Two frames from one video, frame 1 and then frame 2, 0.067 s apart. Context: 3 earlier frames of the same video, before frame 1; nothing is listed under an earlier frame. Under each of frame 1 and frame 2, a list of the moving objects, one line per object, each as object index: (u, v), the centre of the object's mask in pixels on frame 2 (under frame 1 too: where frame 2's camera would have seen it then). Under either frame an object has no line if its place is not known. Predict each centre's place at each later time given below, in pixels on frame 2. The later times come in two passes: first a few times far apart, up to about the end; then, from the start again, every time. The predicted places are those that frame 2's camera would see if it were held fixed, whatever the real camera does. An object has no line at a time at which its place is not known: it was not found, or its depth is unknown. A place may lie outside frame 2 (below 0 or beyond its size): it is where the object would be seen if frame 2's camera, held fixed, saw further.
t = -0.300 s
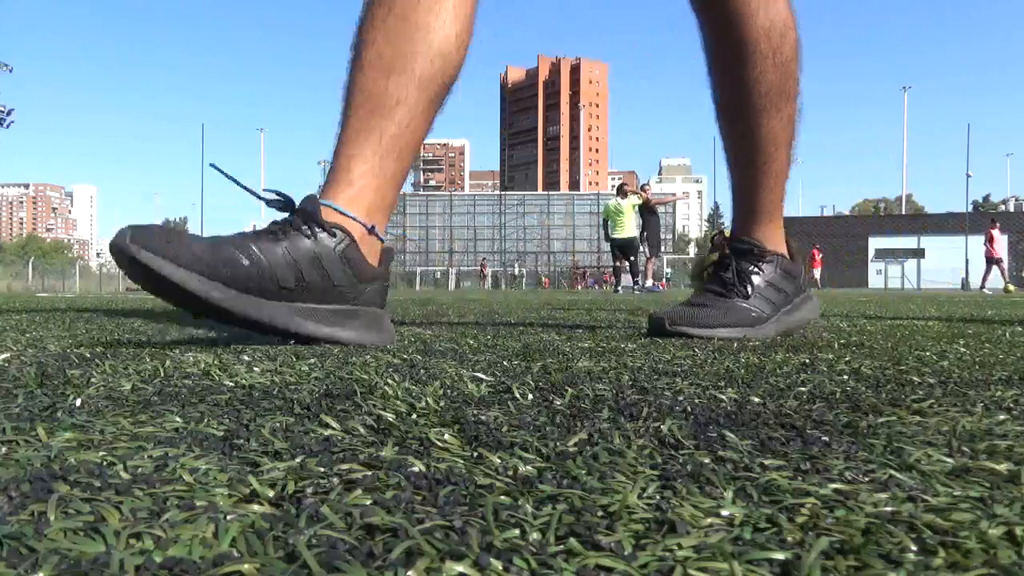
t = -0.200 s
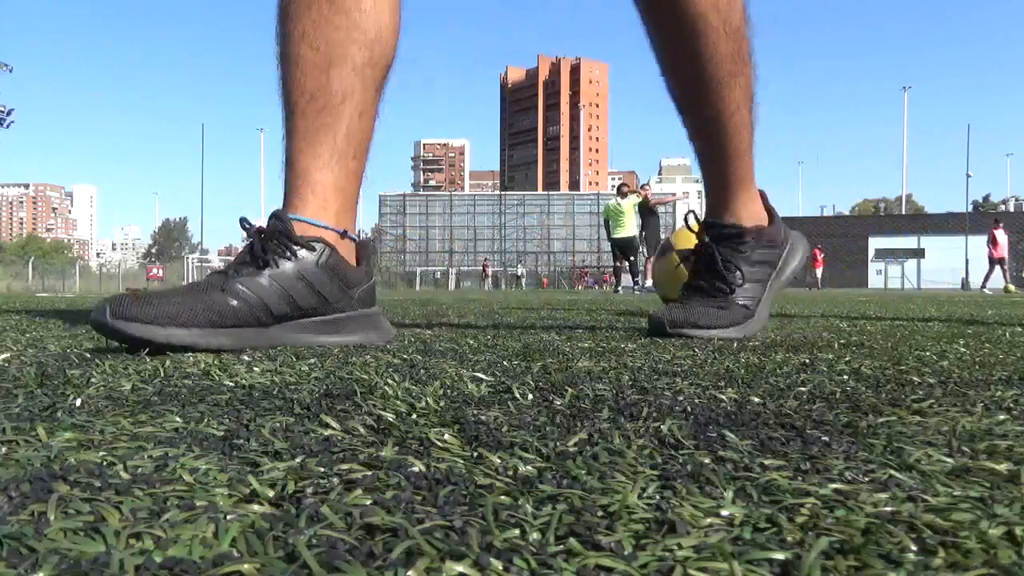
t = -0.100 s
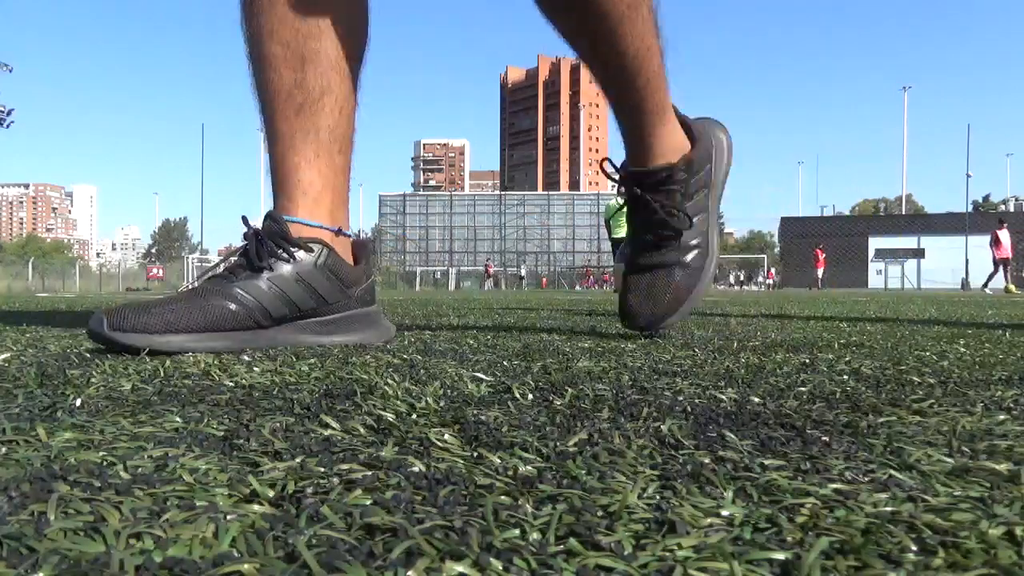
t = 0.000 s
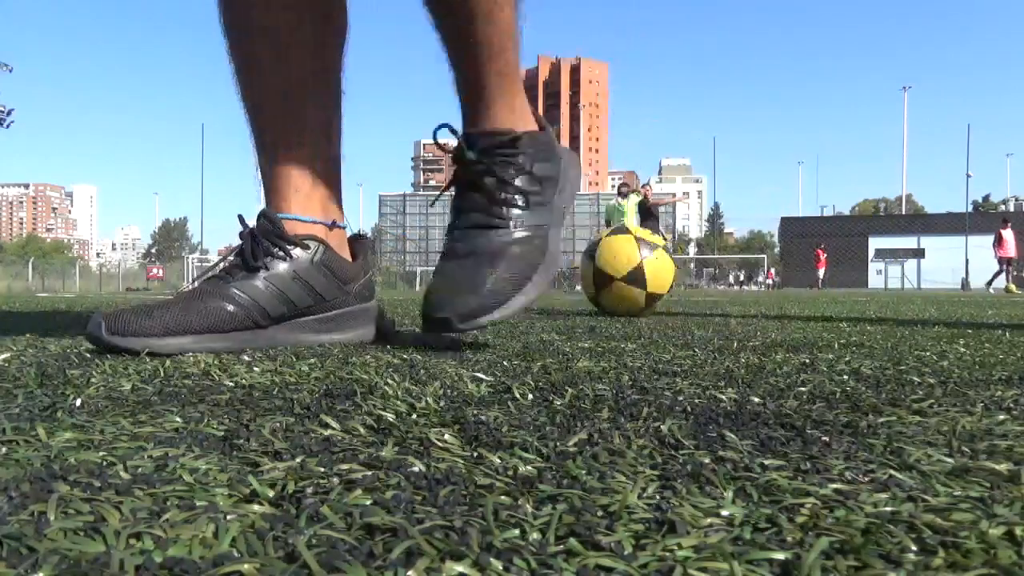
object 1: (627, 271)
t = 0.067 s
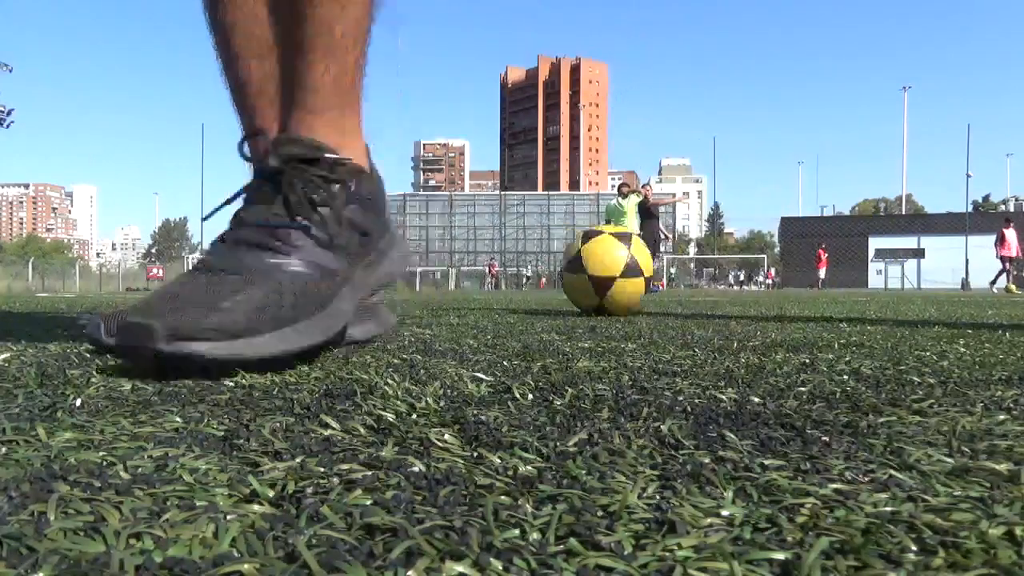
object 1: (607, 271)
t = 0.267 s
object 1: (551, 271)
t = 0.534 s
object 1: (491, 270)
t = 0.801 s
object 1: (448, 270)
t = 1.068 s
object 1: (422, 270)
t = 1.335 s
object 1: (415, 270)
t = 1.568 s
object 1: (418, 269)
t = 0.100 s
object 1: (596, 270)
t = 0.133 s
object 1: (587, 271)
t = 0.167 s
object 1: (578, 271)
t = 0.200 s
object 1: (569, 271)
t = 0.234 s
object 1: (559, 271)
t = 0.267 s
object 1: (551, 271)
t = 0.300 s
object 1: (543, 271)
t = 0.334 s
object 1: (535, 270)
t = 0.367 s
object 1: (528, 270)
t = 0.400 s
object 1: (519, 270)
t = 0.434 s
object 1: (512, 271)
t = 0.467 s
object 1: (504, 271)
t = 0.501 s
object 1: (498, 271)
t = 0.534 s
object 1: (491, 270)
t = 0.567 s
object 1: (484, 271)
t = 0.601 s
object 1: (478, 271)
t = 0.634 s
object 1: (472, 271)
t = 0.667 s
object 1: (467, 271)
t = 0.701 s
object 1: (462, 270)
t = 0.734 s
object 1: (457, 269)
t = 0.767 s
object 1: (452, 269)
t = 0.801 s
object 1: (448, 270)
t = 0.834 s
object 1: (443, 270)
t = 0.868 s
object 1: (440, 270)
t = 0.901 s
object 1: (435, 270)
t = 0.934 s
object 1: (432, 270)
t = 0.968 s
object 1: (429, 270)
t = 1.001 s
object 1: (426, 270)
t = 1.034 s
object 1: (424, 270)
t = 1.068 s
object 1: (422, 270)
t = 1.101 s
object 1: (420, 270)
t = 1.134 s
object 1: (418, 270)
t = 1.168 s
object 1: (417, 269)
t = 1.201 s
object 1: (416, 270)
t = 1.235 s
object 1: (416, 270)
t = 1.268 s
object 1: (415, 269)
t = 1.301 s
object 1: (415, 269)
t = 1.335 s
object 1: (415, 270)
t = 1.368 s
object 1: (415, 270)
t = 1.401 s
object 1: (415, 270)
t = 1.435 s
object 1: (415, 270)
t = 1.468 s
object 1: (416, 270)
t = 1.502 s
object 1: (416, 270)
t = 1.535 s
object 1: (417, 269)
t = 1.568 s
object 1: (418, 269)
